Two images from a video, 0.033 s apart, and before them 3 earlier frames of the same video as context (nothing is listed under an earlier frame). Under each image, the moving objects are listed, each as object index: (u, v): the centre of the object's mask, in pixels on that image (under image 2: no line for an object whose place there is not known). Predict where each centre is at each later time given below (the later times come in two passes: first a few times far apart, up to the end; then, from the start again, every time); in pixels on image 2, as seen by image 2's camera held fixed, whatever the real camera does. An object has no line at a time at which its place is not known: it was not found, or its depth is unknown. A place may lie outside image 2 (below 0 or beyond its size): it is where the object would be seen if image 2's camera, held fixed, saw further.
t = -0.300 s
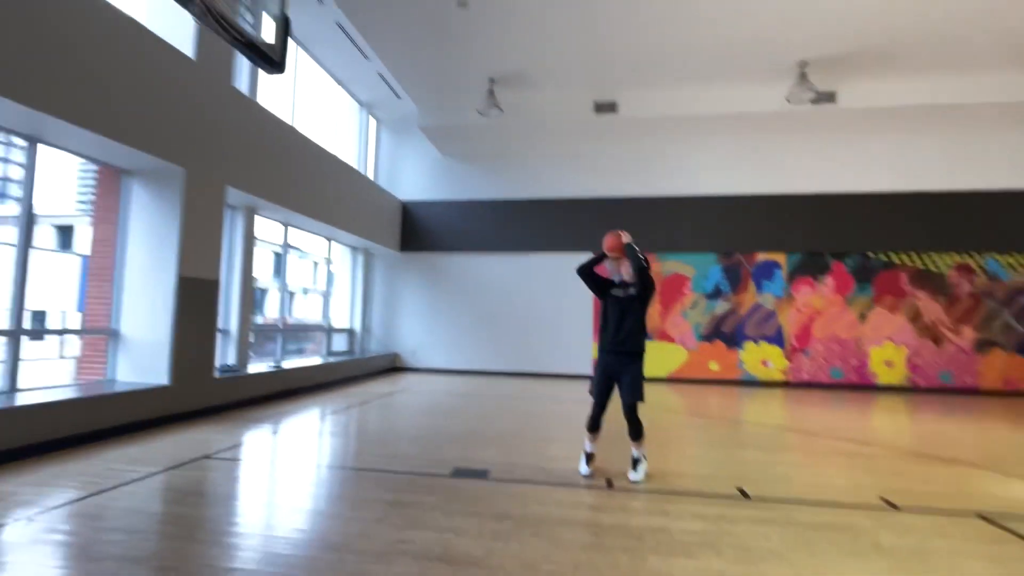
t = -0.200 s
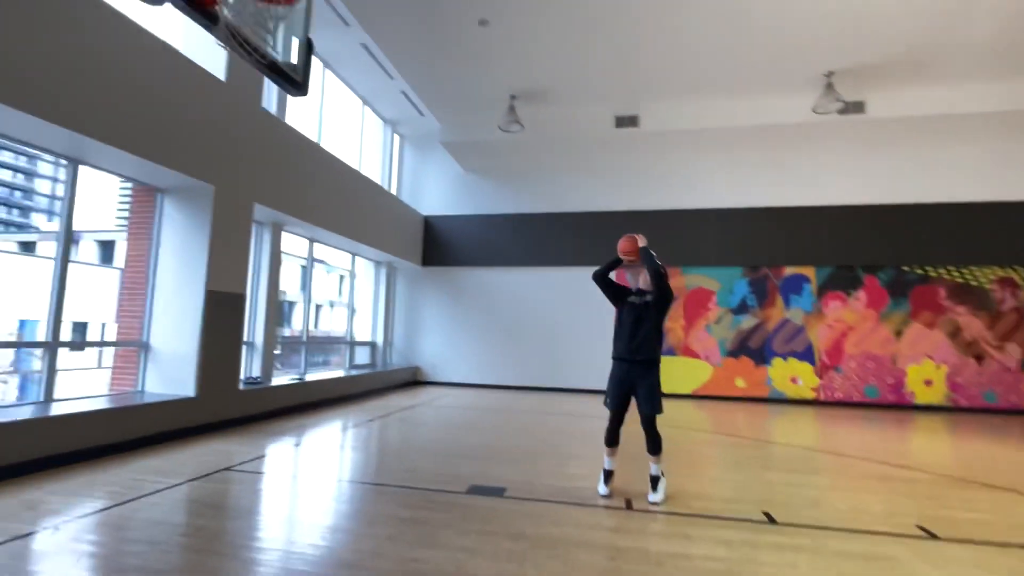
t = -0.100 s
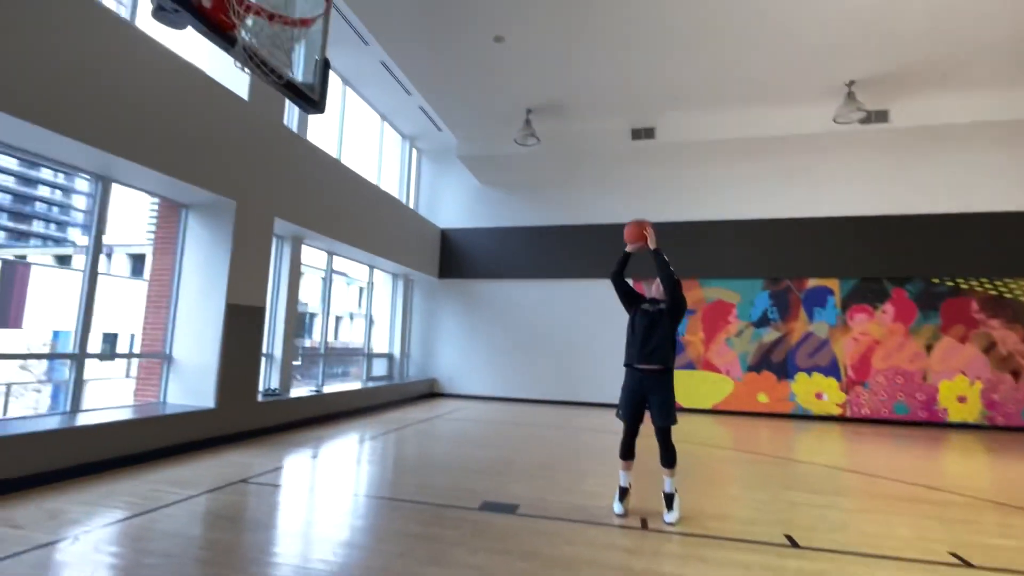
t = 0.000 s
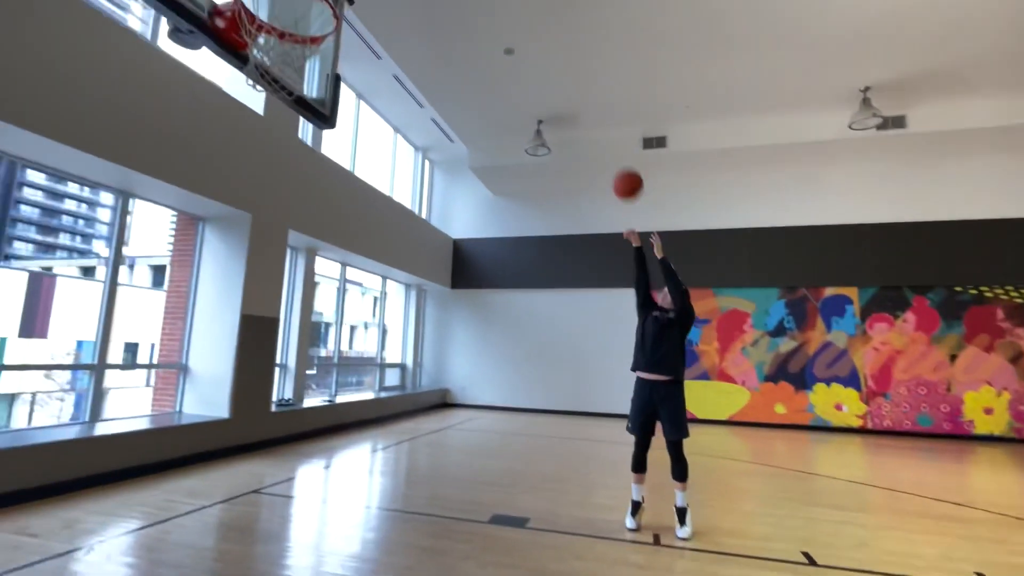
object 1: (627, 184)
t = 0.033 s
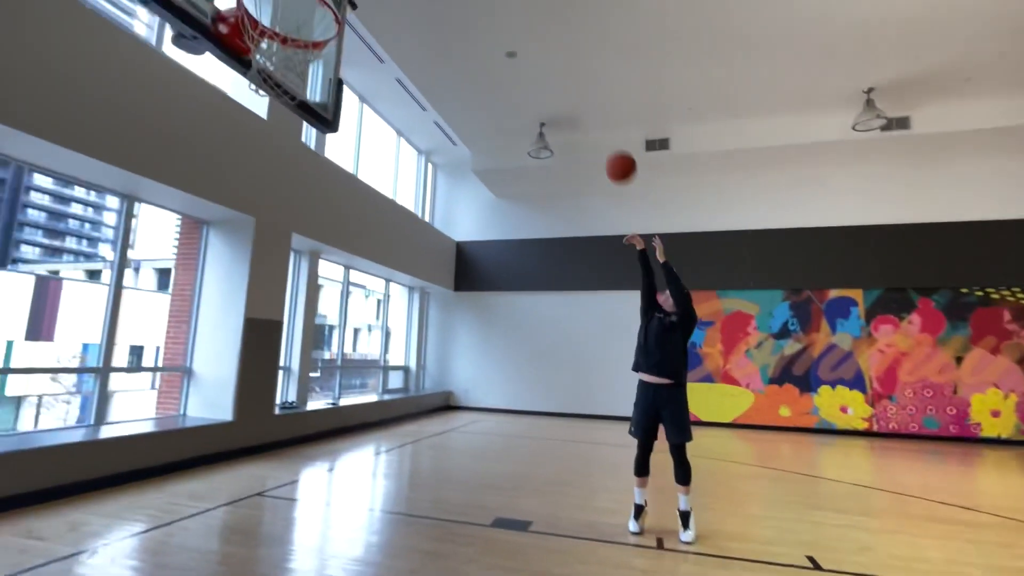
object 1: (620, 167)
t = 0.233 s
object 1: (561, 69)
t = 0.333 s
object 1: (529, 34)
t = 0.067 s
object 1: (611, 148)
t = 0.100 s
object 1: (601, 130)
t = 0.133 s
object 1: (592, 114)
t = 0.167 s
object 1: (581, 98)
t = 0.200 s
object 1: (571, 83)
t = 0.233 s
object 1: (561, 69)
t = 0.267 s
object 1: (551, 57)
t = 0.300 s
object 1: (540, 44)
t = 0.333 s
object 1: (529, 34)
